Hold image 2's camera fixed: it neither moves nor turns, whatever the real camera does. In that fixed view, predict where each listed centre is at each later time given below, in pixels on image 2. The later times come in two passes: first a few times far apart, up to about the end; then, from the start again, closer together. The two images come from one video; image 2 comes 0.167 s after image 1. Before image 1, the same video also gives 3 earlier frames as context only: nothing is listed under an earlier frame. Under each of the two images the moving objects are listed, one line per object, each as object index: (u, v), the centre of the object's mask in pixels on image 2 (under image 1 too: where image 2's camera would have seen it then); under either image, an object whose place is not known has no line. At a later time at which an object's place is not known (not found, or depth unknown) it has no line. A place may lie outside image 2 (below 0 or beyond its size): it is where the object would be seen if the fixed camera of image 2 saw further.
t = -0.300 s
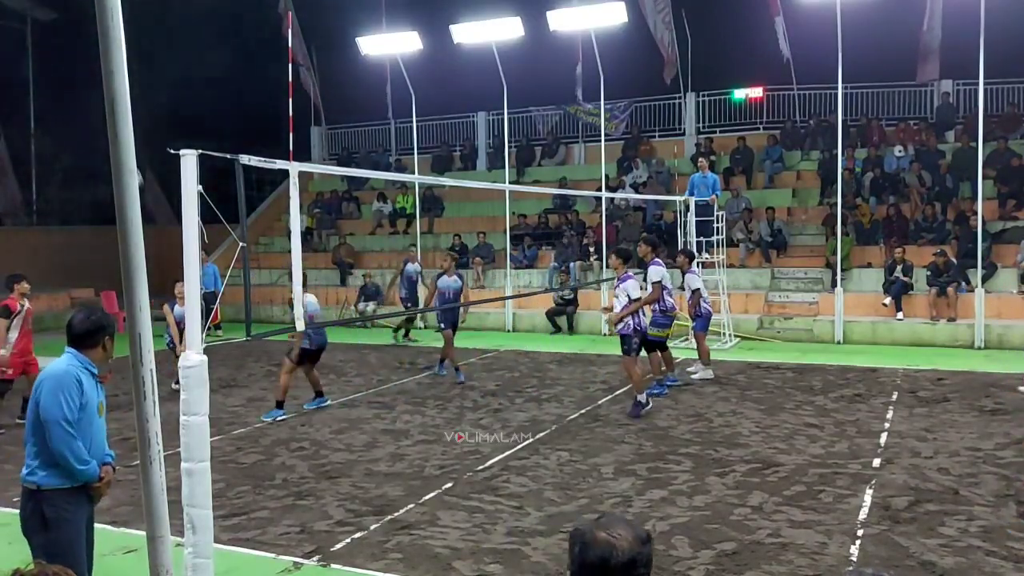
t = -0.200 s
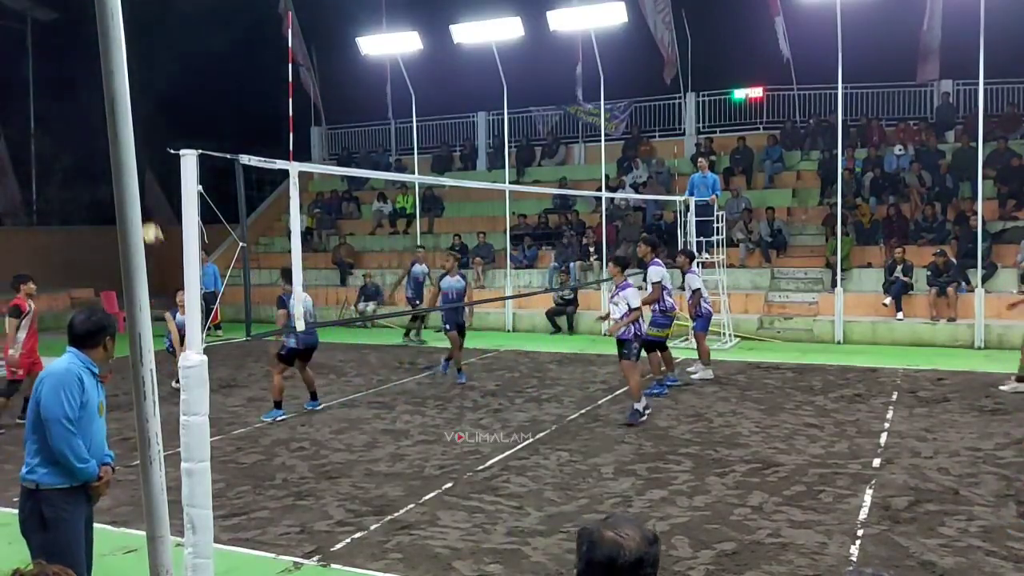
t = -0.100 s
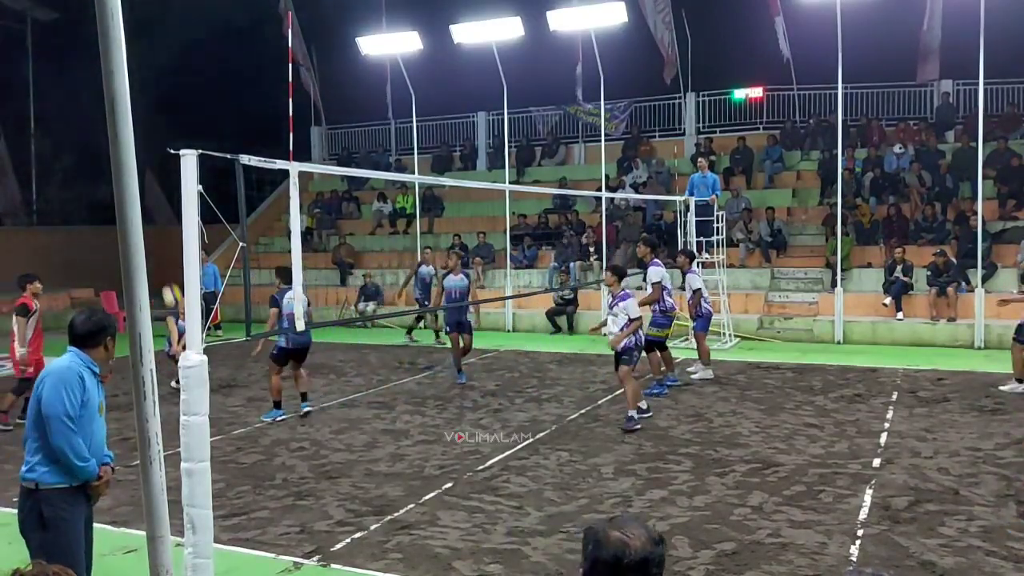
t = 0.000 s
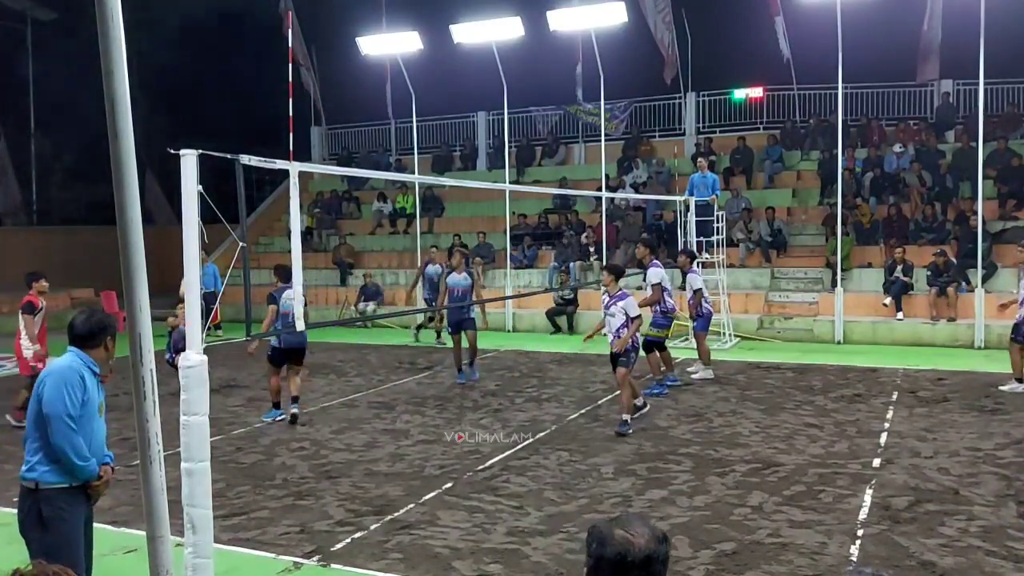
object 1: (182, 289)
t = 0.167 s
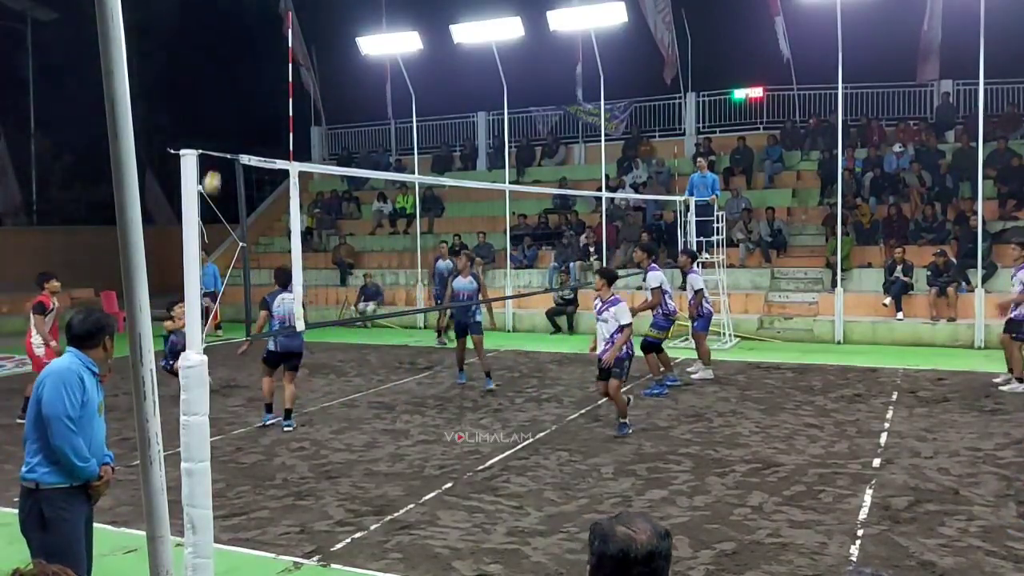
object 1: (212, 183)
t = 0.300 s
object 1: (229, 118)
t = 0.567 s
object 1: (265, 36)
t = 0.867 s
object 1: (306, 17)
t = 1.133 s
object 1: (344, 65)
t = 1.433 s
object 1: (385, 186)
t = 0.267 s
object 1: (224, 132)
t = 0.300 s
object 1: (229, 118)
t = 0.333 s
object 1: (233, 105)
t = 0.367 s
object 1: (238, 92)
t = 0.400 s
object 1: (242, 80)
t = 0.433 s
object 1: (247, 69)
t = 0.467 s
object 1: (251, 59)
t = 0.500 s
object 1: (256, 51)
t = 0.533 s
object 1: (260, 43)
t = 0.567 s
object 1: (265, 36)
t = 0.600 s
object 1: (269, 30)
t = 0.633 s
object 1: (274, 25)
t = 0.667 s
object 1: (278, 21)
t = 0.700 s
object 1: (283, 18)
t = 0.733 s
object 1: (288, 16)
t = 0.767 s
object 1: (292, 15)
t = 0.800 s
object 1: (298, 15)
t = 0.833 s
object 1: (302, 16)
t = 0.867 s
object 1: (306, 17)
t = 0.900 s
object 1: (311, 20)
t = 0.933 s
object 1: (316, 24)
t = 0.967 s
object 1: (321, 28)
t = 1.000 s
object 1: (326, 34)
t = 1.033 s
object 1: (330, 40)
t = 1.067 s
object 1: (334, 48)
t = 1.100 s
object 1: (339, 56)
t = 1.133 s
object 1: (344, 65)
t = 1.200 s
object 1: (354, 86)
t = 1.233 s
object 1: (358, 98)
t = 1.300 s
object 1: (367, 121)
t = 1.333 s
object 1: (372, 137)
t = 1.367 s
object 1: (376, 152)
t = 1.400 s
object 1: (381, 164)
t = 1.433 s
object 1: (385, 186)
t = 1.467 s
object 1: (388, 198)
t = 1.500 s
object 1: (393, 218)
